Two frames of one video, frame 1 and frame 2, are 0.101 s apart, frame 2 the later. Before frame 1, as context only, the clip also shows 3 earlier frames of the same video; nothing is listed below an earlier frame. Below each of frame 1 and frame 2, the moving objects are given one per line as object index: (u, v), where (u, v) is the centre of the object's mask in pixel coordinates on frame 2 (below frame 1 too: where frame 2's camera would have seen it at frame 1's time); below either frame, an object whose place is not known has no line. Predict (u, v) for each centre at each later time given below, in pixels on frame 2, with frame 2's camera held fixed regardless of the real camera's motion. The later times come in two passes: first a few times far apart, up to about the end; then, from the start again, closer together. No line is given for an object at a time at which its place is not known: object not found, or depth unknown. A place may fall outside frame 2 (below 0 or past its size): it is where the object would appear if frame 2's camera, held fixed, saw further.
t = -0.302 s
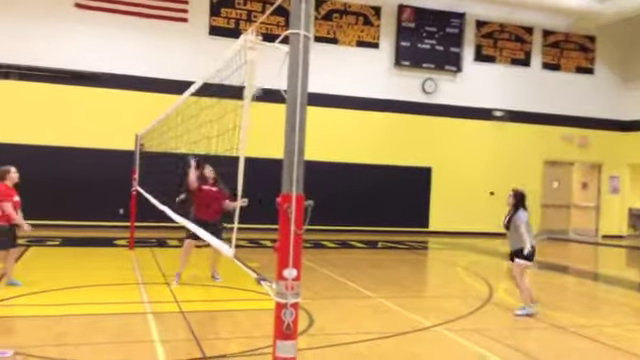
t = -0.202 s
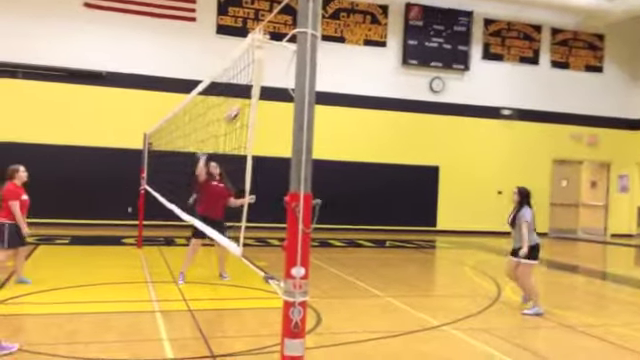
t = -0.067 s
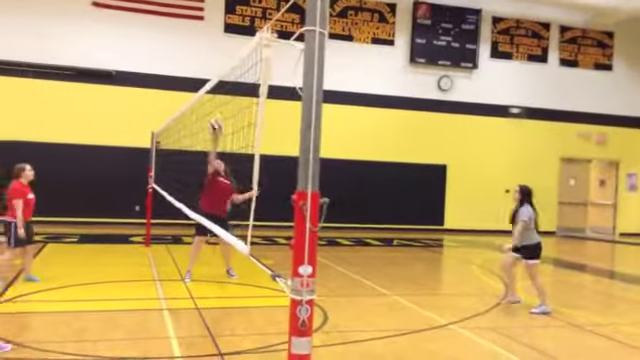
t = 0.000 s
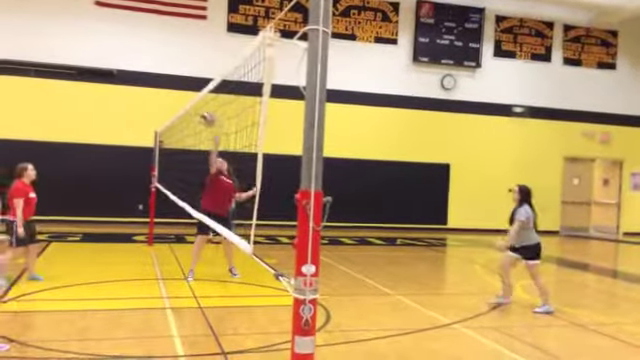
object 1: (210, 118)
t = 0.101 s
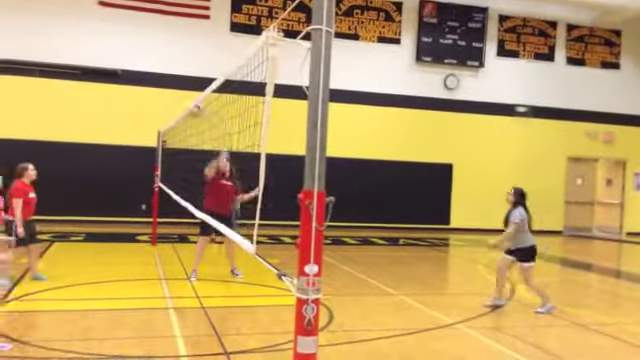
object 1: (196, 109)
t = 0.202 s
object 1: (178, 105)
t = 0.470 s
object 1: (149, 118)
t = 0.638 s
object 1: (125, 162)
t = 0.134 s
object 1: (189, 107)
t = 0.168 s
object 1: (182, 106)
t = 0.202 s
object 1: (178, 105)
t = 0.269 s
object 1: (171, 103)
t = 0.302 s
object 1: (168, 103)
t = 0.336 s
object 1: (164, 104)
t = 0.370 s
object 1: (161, 106)
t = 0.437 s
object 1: (153, 113)
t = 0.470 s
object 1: (149, 118)
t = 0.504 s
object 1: (144, 124)
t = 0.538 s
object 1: (139, 132)
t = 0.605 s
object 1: (129, 153)
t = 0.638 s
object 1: (125, 162)
